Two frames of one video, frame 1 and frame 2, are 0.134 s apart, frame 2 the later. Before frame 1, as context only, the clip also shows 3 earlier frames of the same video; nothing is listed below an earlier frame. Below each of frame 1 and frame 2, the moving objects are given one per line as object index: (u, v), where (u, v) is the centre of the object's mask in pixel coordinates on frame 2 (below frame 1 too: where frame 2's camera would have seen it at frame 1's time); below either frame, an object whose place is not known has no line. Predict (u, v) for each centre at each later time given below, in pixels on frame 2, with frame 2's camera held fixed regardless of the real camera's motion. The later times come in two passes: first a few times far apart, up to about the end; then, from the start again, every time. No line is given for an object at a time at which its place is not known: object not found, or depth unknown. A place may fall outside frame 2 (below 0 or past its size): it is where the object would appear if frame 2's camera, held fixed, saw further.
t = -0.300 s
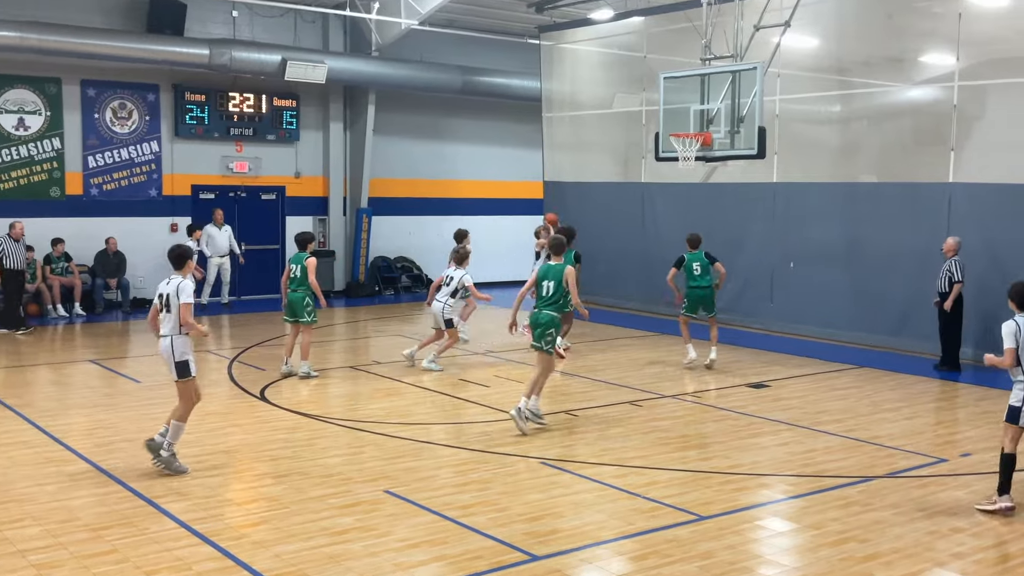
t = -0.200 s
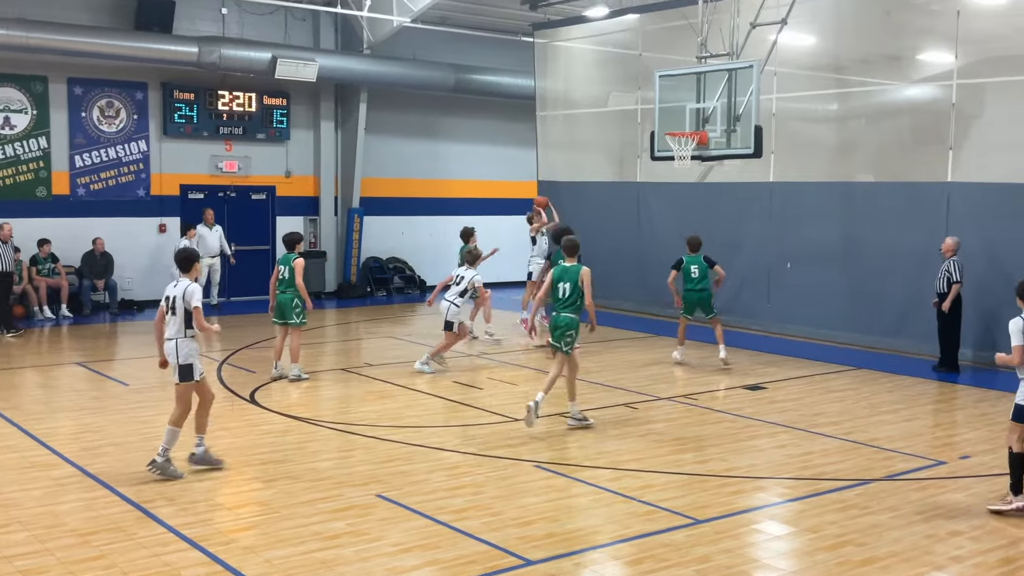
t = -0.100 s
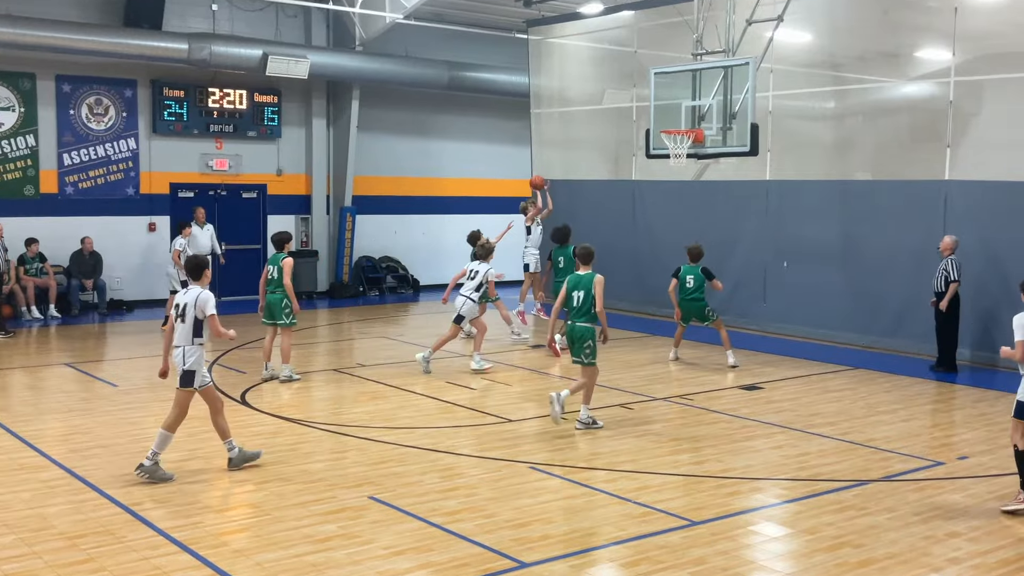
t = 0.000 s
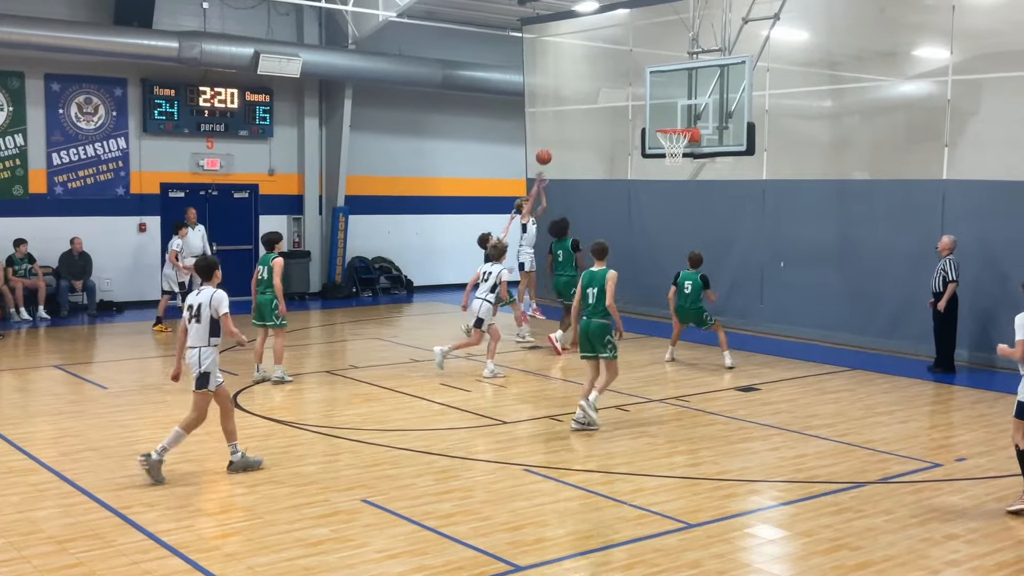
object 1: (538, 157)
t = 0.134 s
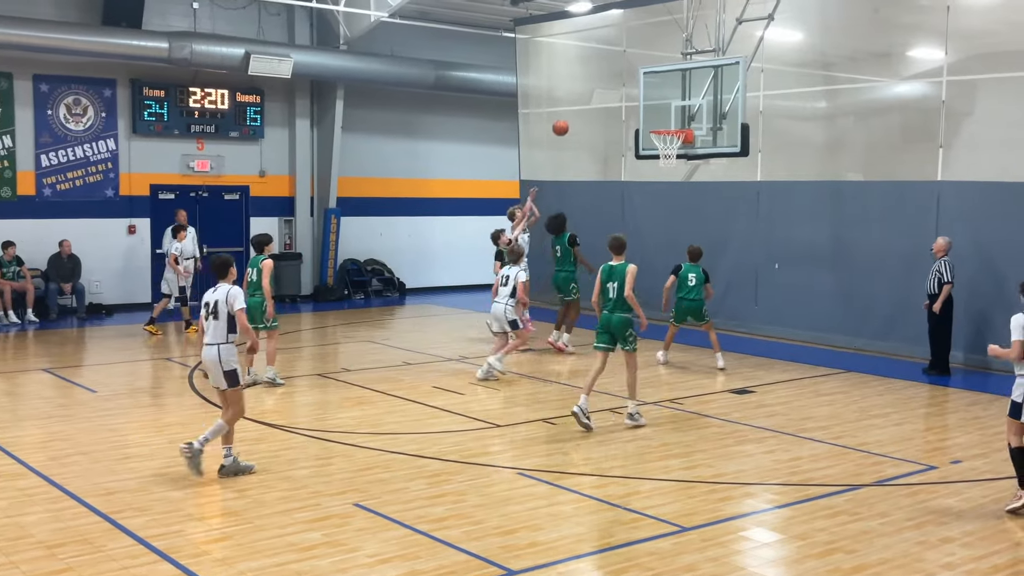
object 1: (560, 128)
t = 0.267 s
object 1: (584, 108)
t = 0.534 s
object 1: (634, 104)
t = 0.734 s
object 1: (674, 140)
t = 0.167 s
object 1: (567, 121)
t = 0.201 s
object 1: (572, 116)
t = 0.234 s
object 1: (578, 111)
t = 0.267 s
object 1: (584, 108)
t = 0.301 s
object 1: (590, 104)
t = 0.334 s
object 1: (596, 102)
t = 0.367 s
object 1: (602, 101)
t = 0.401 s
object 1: (609, 100)
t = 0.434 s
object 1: (615, 100)
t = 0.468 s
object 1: (622, 101)
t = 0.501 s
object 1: (628, 102)
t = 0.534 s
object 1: (634, 104)
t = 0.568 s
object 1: (641, 107)
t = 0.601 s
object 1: (647, 111)
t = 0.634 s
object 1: (654, 116)
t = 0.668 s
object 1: (661, 122)
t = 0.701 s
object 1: (668, 126)
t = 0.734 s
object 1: (674, 140)
